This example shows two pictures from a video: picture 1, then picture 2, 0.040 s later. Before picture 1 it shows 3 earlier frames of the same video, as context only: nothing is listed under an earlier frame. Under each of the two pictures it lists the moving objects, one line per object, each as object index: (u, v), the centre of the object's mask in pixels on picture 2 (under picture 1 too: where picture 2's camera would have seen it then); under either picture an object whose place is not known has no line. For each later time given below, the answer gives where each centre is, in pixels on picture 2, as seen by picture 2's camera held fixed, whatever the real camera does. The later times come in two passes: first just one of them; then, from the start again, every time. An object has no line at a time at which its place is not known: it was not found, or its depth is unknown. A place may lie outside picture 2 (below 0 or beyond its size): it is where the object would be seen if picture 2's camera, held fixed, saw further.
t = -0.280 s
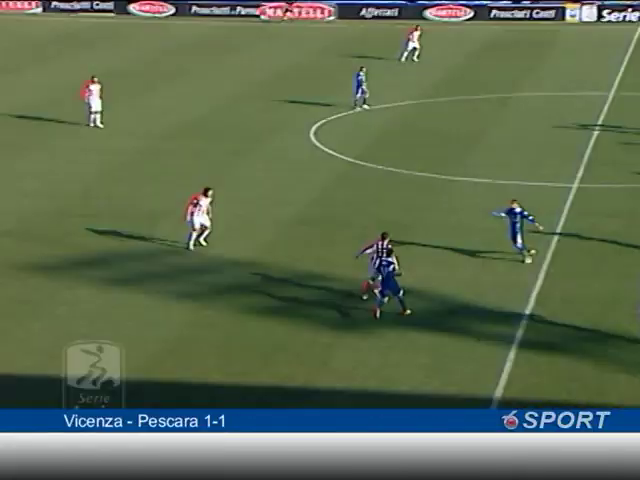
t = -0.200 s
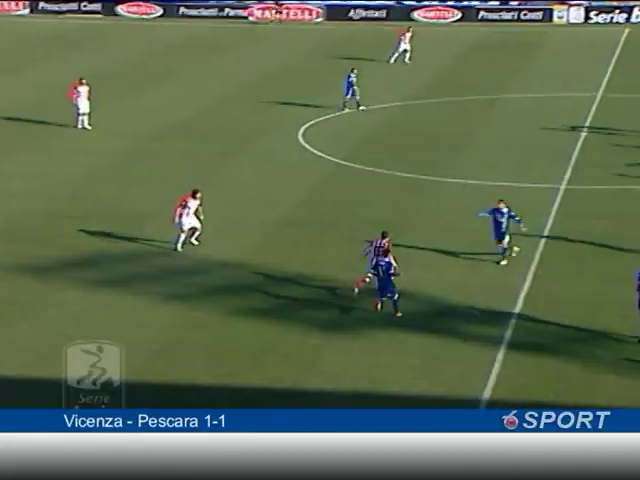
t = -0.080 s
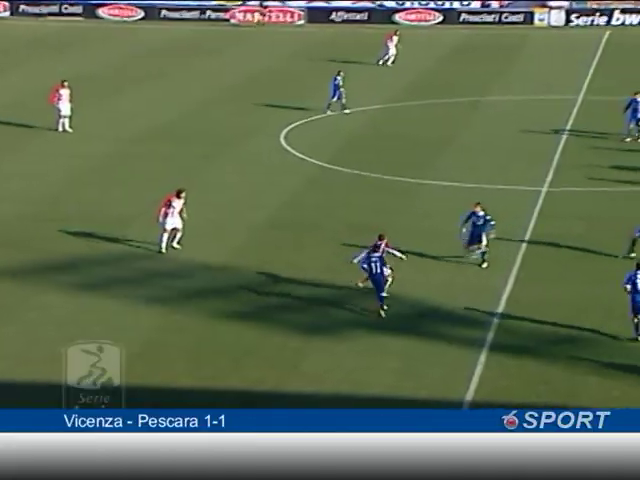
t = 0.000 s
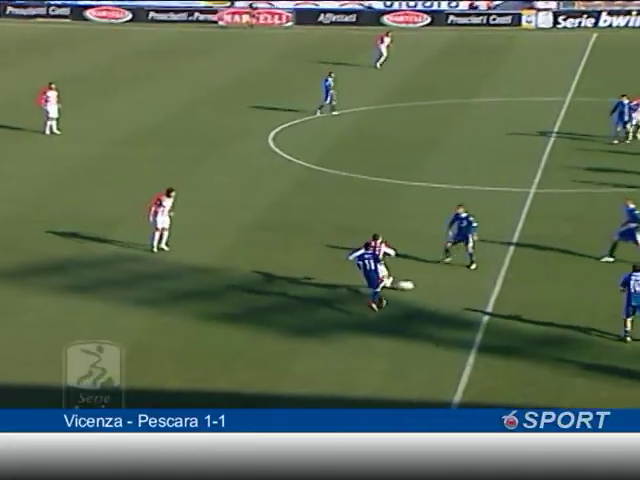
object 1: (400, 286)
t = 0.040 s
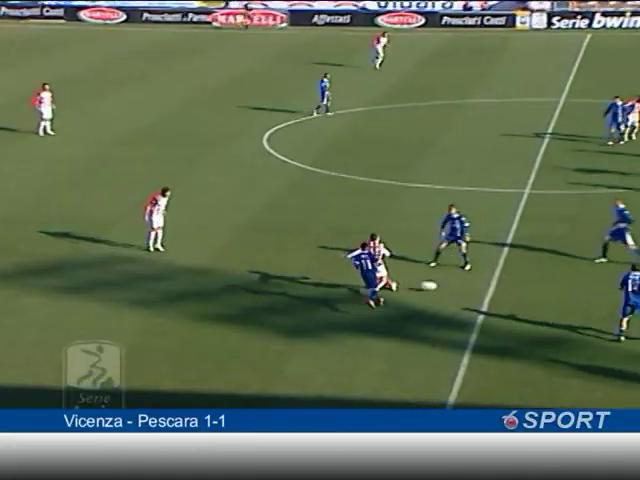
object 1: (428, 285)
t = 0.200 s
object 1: (535, 286)
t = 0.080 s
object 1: (457, 286)
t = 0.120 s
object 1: (484, 286)
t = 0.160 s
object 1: (510, 286)
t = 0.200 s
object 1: (535, 286)
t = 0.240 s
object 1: (561, 287)
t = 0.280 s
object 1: (585, 286)
